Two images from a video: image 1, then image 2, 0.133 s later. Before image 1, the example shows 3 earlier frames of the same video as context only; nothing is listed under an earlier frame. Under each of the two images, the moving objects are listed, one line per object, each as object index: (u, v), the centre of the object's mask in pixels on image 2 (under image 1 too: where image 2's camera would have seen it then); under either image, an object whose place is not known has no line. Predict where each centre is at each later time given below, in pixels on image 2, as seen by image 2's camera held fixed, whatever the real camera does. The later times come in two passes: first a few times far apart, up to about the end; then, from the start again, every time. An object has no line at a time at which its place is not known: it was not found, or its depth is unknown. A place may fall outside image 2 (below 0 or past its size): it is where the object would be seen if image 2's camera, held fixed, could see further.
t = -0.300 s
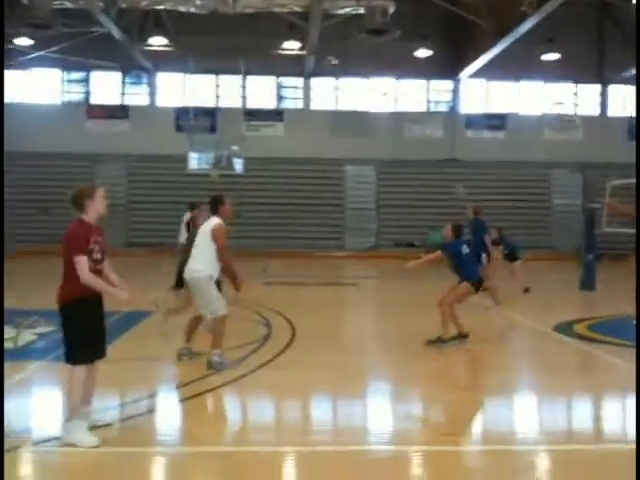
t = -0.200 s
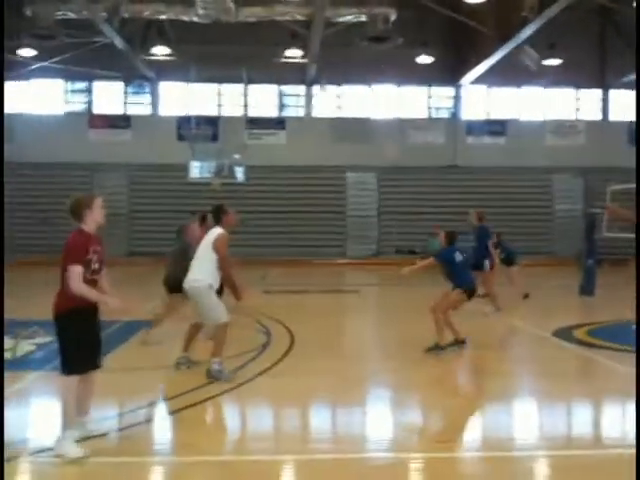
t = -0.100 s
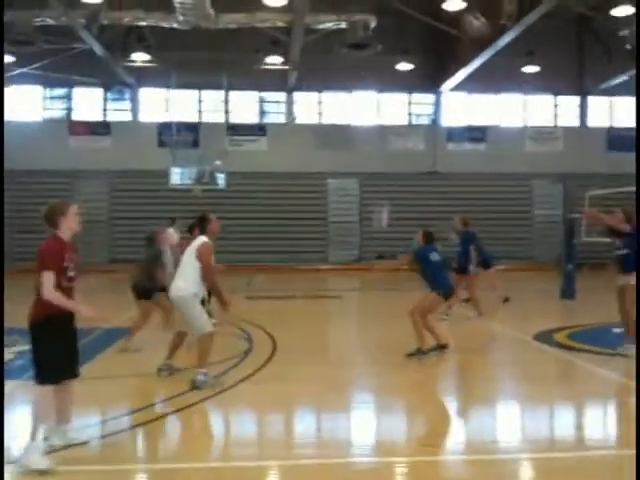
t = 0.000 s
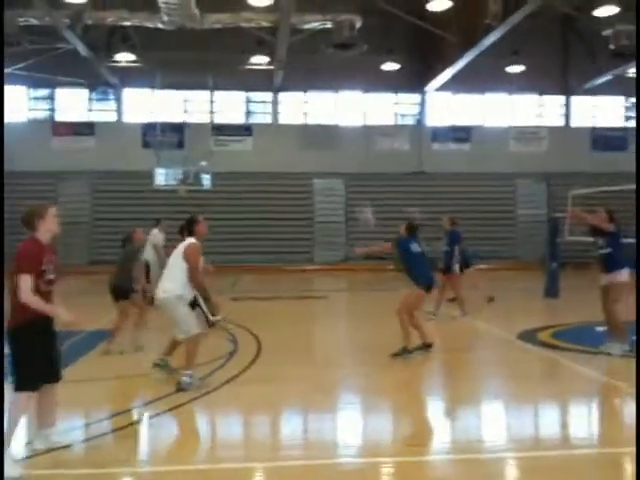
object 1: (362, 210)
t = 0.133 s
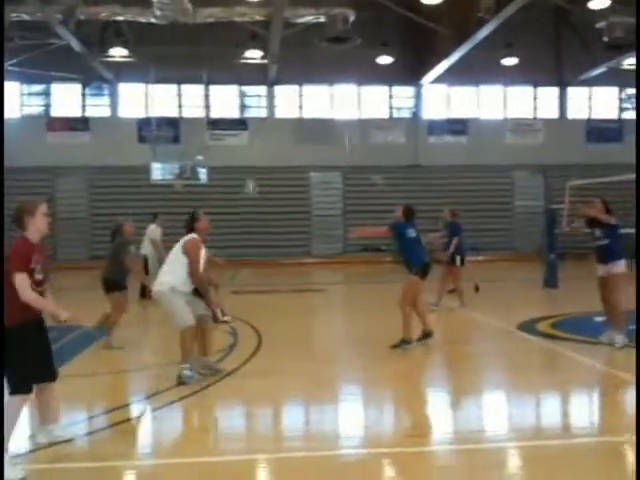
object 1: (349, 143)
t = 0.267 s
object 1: (337, 92)
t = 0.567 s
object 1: (316, 23)
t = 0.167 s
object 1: (346, 127)
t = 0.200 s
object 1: (346, 117)
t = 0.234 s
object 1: (341, 104)
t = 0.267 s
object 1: (337, 92)
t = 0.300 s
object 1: (336, 77)
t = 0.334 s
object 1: (333, 69)
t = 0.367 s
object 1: (330, 60)
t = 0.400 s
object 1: (327, 51)
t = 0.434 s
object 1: (325, 44)
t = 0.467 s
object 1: (324, 38)
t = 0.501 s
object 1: (321, 33)
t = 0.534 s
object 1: (318, 28)
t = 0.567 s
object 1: (316, 23)
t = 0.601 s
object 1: (311, 18)
